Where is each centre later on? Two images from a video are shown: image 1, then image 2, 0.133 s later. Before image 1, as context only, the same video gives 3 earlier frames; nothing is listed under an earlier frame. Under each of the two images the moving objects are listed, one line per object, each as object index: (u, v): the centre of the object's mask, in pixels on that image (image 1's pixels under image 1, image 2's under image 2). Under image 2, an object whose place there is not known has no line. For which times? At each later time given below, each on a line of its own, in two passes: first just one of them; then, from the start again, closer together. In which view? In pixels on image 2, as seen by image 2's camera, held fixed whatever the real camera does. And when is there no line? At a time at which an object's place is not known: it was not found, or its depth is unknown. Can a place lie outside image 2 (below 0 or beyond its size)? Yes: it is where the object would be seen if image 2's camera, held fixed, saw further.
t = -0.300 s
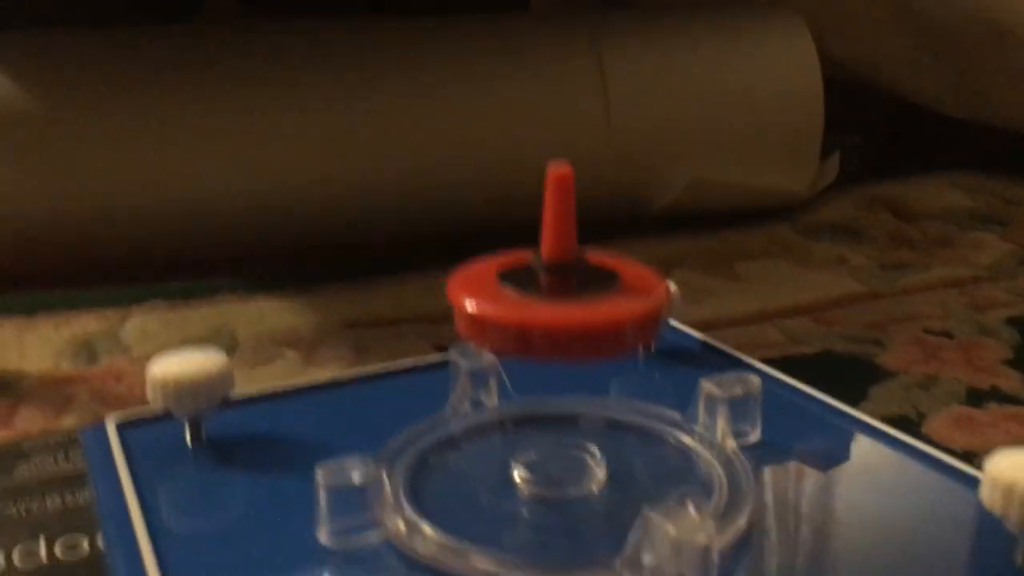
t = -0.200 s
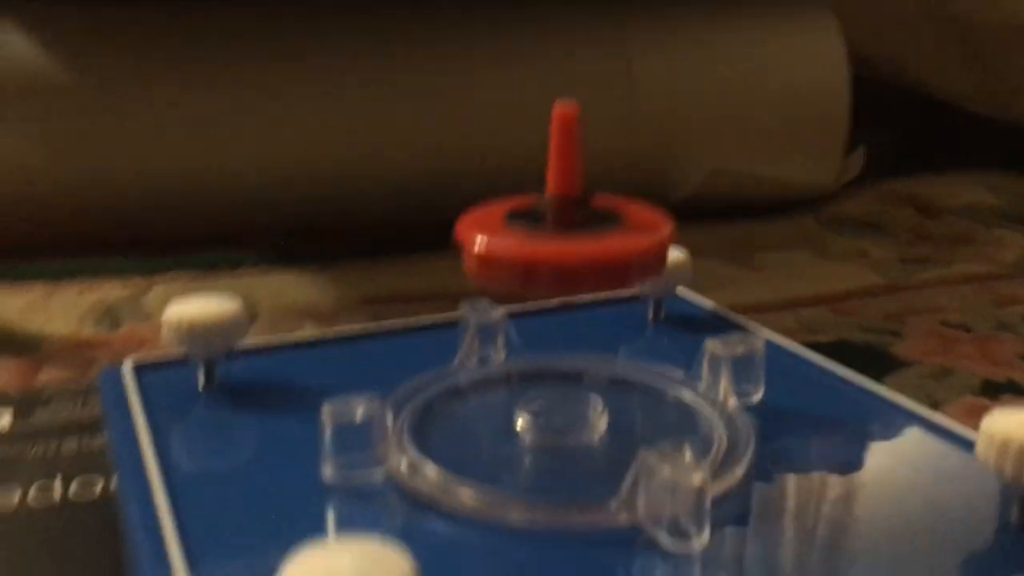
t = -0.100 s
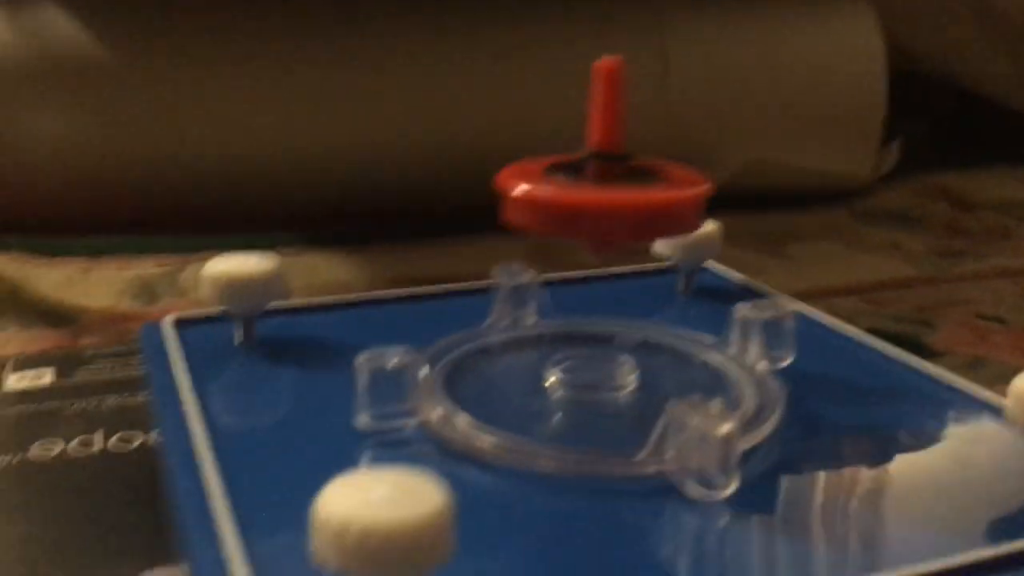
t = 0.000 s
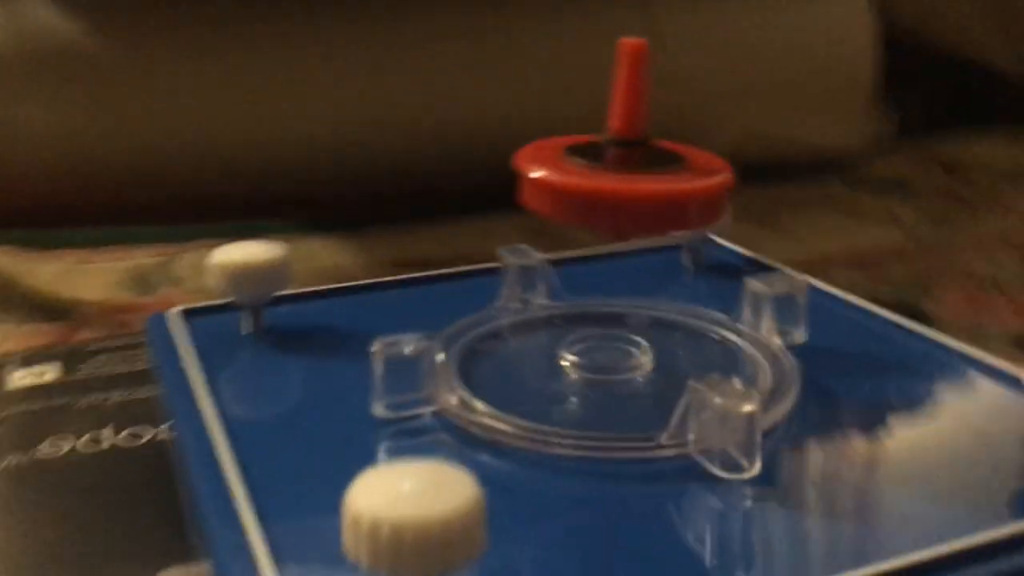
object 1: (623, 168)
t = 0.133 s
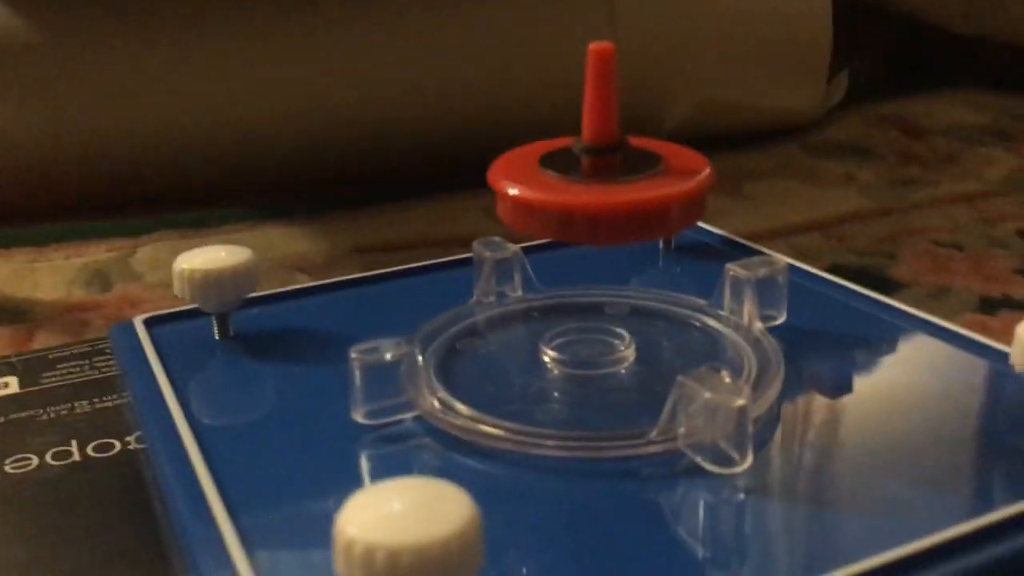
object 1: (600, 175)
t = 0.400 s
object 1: (588, 166)
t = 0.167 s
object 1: (599, 177)
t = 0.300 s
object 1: (593, 173)
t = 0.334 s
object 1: (592, 170)
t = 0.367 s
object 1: (590, 169)
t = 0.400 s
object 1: (588, 166)
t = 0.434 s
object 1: (588, 161)
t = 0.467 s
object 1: (588, 156)
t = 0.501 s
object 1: (591, 152)
